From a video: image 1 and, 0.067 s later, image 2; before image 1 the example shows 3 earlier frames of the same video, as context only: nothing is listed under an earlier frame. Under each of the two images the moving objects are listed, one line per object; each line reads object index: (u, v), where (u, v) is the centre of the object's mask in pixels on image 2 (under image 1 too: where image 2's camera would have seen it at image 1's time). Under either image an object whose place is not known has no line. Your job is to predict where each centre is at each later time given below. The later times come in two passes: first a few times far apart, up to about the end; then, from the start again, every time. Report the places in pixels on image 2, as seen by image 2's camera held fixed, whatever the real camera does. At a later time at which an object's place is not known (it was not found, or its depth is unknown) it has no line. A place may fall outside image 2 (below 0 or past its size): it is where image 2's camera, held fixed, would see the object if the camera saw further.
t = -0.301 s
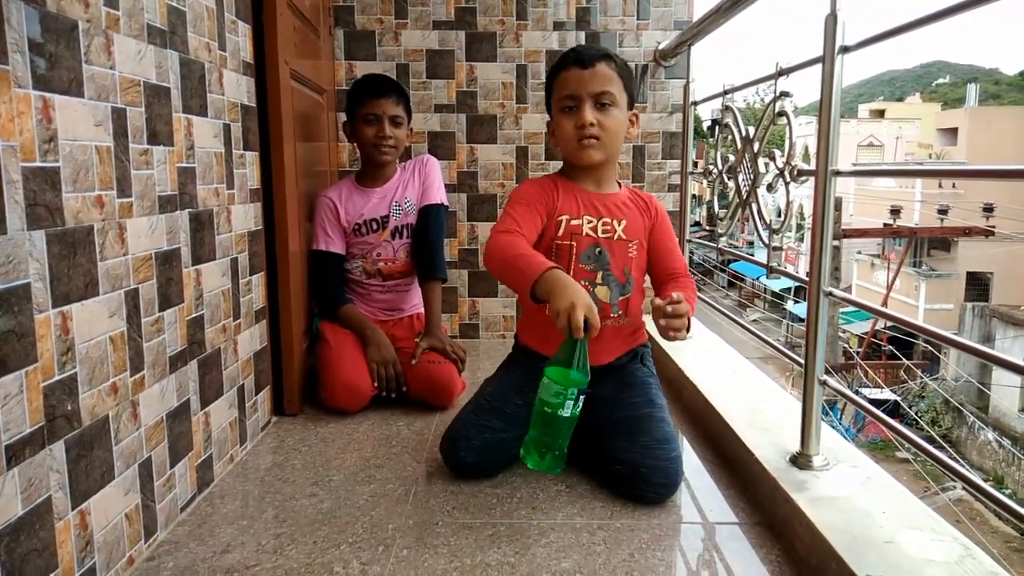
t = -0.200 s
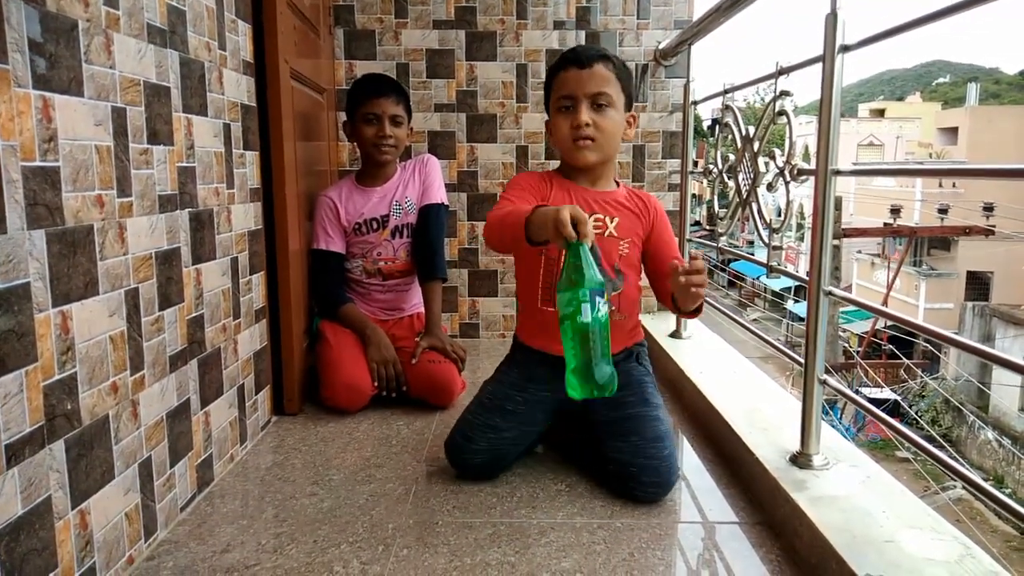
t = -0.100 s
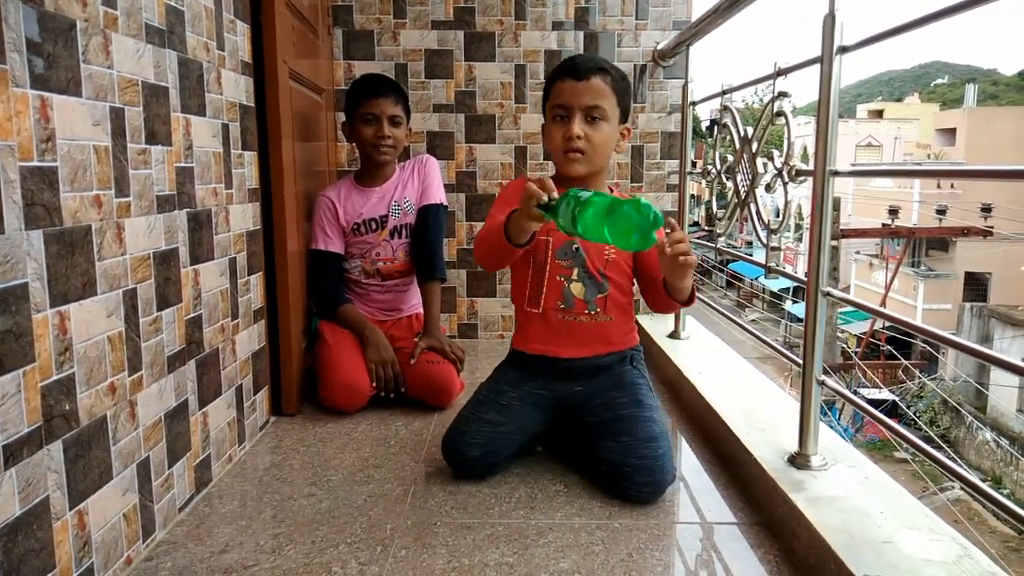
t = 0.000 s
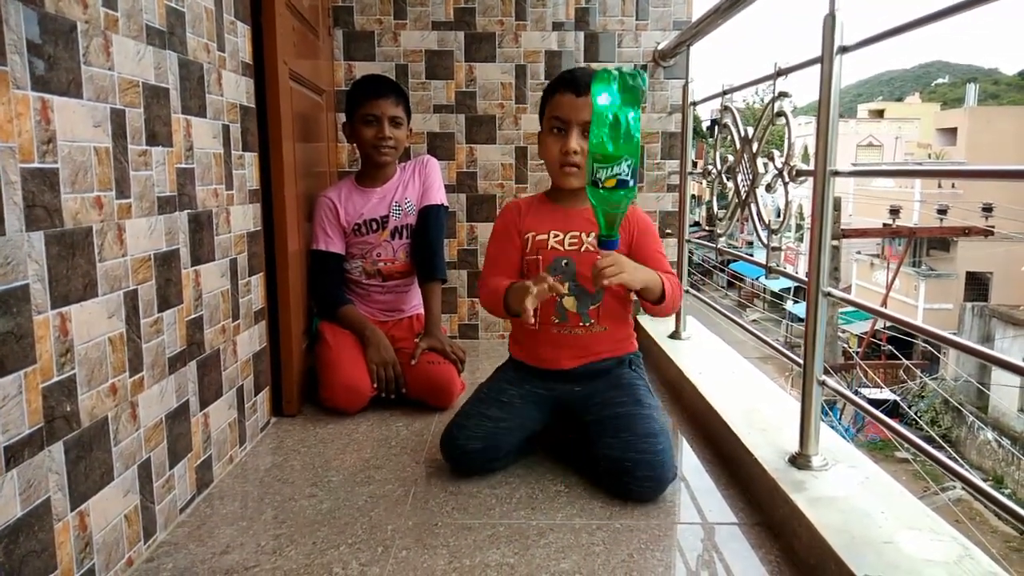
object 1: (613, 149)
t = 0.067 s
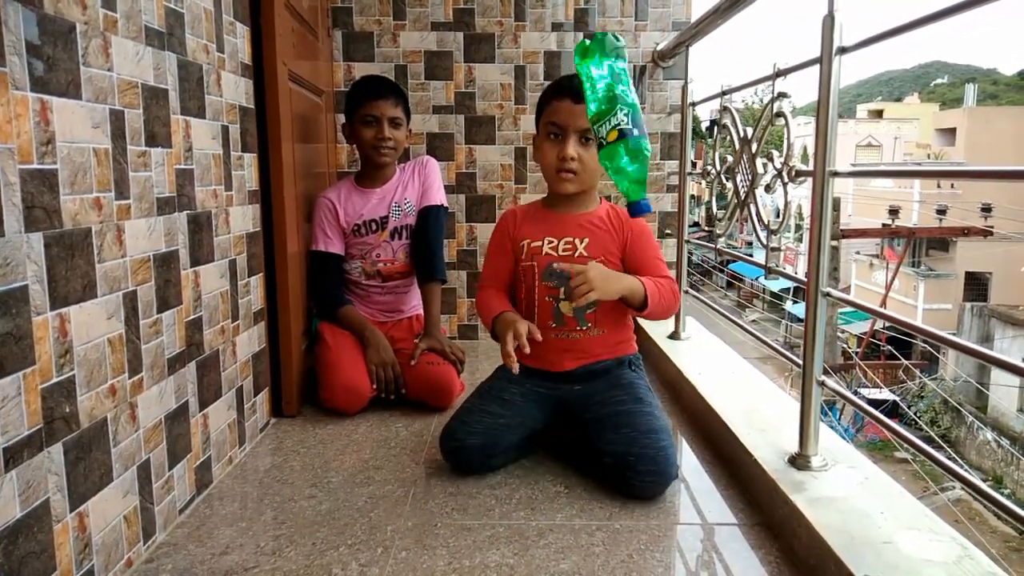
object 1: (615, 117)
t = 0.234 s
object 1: (615, 207)
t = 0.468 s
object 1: (609, 521)
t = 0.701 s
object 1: (607, 523)
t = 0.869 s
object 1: (608, 523)
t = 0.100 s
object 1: (616, 118)
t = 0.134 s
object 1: (616, 129)
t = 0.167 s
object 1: (617, 147)
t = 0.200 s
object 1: (616, 173)
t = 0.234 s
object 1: (615, 207)
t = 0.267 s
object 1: (613, 247)
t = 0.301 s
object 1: (610, 295)
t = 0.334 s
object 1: (608, 349)
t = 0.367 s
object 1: (606, 409)
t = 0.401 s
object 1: (604, 474)
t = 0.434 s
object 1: (606, 516)
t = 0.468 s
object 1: (609, 521)
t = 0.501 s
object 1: (607, 522)
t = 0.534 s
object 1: (608, 524)
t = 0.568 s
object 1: (608, 523)
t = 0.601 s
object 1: (608, 523)
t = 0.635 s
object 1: (608, 522)
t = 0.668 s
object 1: (608, 522)
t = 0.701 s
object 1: (607, 523)
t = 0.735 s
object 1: (606, 523)
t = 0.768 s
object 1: (607, 523)
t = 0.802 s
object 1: (607, 523)
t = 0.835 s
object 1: (607, 523)
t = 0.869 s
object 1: (608, 523)
